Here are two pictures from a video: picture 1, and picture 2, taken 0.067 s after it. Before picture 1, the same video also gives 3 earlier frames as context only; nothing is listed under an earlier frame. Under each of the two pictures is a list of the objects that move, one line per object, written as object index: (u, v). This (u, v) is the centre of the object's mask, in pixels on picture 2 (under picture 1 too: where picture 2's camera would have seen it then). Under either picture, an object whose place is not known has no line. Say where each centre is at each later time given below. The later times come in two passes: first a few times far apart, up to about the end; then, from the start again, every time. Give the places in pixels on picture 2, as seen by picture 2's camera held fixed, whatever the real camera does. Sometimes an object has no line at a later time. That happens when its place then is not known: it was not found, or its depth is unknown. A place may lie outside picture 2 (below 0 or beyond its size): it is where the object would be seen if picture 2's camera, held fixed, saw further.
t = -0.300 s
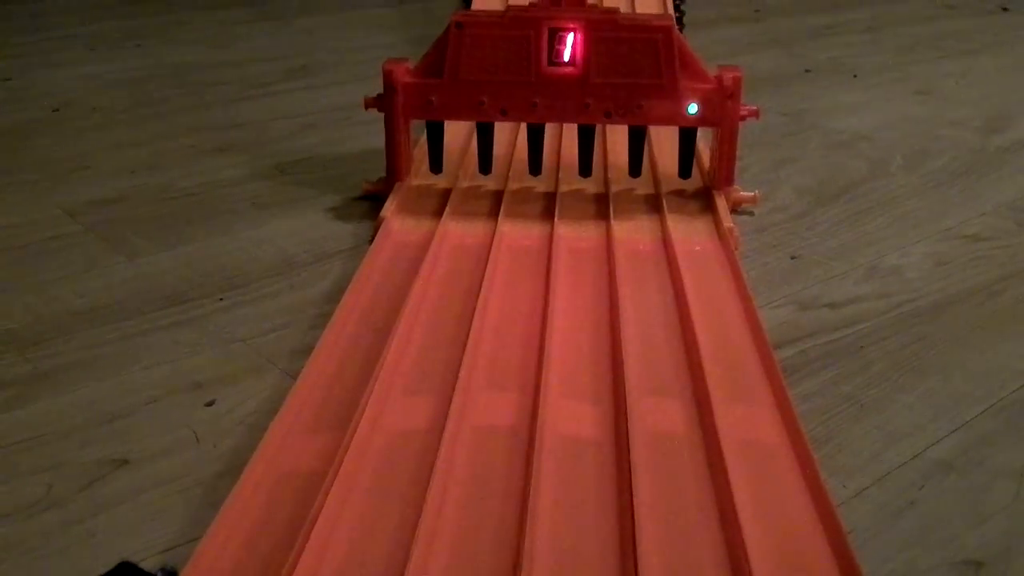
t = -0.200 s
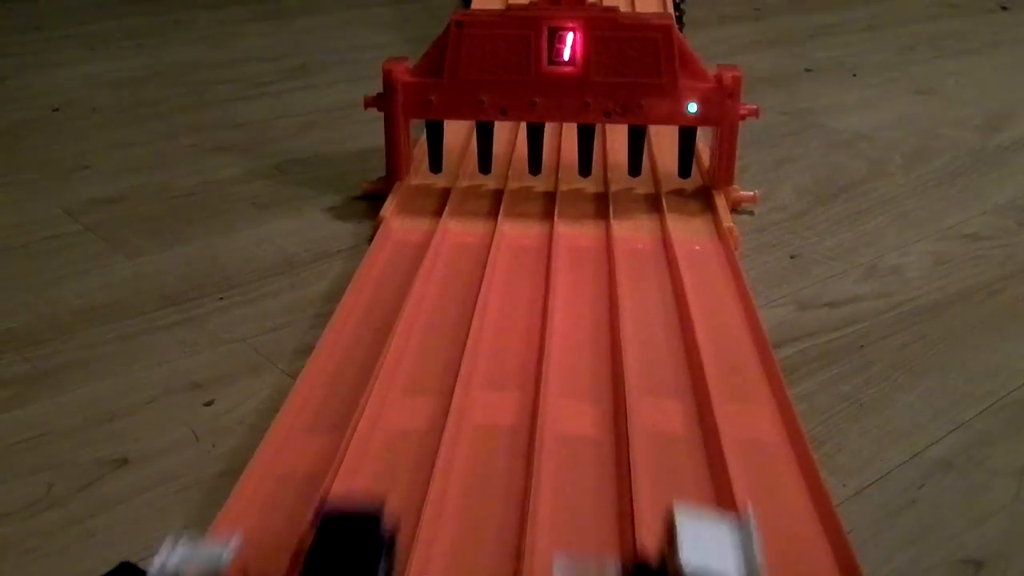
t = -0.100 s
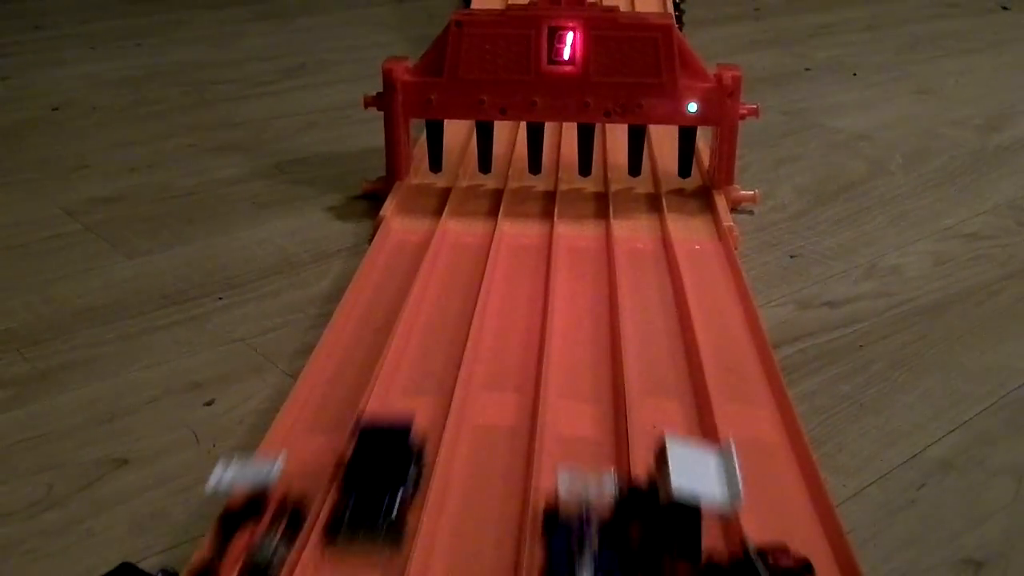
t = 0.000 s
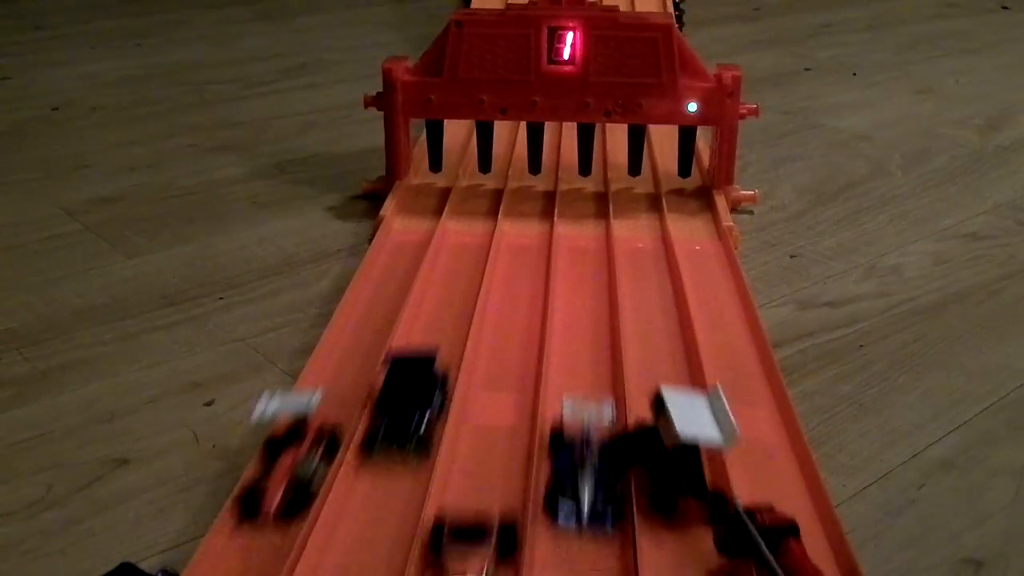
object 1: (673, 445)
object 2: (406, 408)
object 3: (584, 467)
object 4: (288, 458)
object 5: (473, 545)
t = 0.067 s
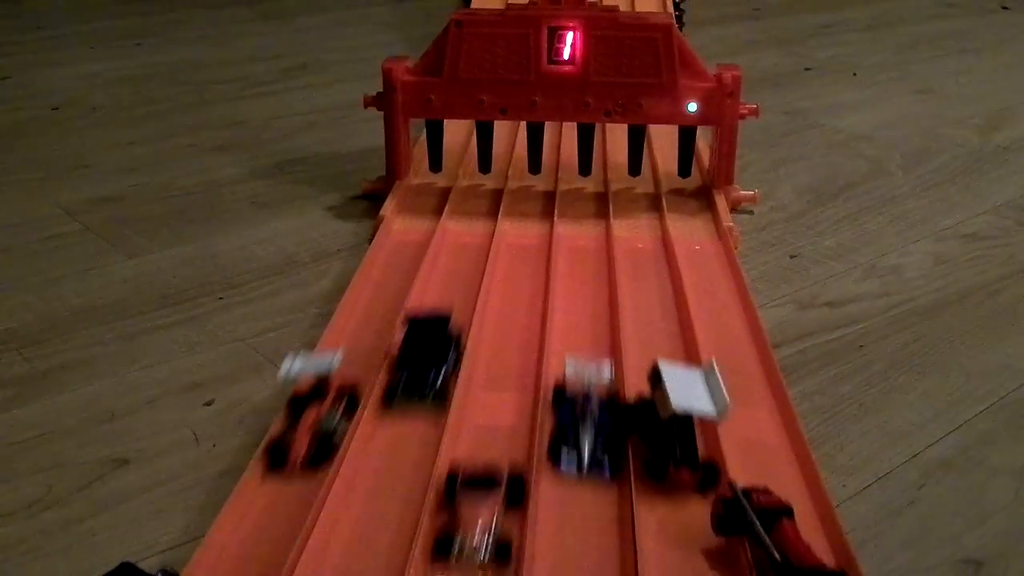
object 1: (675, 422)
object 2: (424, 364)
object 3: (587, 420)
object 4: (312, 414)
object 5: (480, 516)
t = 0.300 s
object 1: (668, 372)
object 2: (460, 255)
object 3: (586, 299)
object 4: (371, 296)
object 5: (506, 371)
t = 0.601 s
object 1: (669, 369)
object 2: (481, 185)
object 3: (584, 217)
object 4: (414, 212)
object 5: (522, 264)
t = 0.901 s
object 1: (669, 369)
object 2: (470, 221)
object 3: (583, 206)
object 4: (424, 192)
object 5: (530, 212)
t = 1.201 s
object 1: (668, 369)
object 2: (455, 263)
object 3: (582, 229)
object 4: (410, 219)
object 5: (534, 190)
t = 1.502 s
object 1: (668, 369)
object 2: (440, 302)
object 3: (584, 248)
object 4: (400, 238)
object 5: (533, 195)
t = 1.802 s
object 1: (669, 368)
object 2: (432, 325)
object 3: (584, 258)
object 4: (399, 241)
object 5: (533, 195)
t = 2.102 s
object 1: (669, 368)
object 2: (432, 326)
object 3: (585, 260)
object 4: (399, 241)
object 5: (533, 195)
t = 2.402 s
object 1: (669, 368)
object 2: (432, 326)
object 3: (585, 261)
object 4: (399, 241)
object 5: (533, 195)
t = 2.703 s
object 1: (669, 368)
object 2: (432, 326)
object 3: (585, 261)
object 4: (399, 242)
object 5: (533, 196)
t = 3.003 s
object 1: (668, 369)
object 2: (432, 326)
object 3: (585, 261)
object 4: (399, 242)
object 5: (533, 195)
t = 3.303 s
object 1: (668, 370)
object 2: (432, 326)
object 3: (585, 261)
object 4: (399, 242)
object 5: (533, 195)
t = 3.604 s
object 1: (668, 369)
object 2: (432, 326)
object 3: (585, 261)
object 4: (399, 242)
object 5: (533, 195)
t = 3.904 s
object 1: (668, 370)
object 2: (432, 326)
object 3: (585, 261)
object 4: (399, 242)
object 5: (533, 194)
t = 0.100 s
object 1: (670, 411)
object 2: (431, 344)
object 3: (588, 400)
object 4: (322, 393)
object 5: (485, 490)
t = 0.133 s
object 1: (671, 400)
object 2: (436, 326)
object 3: (585, 377)
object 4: (332, 374)
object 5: (490, 467)
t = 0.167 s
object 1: (671, 391)
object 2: (442, 310)
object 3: (586, 360)
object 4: (341, 356)
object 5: (494, 446)
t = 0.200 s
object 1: (670, 384)
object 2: (447, 295)
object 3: (585, 342)
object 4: (349, 340)
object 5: (497, 425)
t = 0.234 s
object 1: (669, 376)
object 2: (452, 280)
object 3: (585, 327)
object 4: (357, 324)
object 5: (501, 405)
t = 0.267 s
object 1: (668, 374)
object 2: (456, 266)
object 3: (586, 313)
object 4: (364, 309)
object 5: (503, 388)
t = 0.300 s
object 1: (668, 372)
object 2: (460, 255)
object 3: (586, 299)
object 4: (371, 296)
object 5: (506, 371)
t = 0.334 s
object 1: (668, 370)
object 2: (463, 243)
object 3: (586, 288)
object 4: (377, 284)
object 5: (508, 355)
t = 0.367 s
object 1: (668, 369)
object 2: (466, 233)
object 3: (585, 276)
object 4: (383, 273)
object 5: (510, 341)
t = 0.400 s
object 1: (668, 369)
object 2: (469, 224)
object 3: (585, 265)
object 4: (388, 261)
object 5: (512, 327)
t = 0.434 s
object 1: (668, 369)
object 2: (471, 216)
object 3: (585, 254)
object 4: (394, 251)
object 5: (514, 314)
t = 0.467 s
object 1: (668, 369)
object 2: (474, 207)
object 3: (585, 245)
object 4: (399, 242)
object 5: (516, 303)
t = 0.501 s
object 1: (668, 369)
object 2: (476, 201)
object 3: (584, 236)
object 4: (403, 234)
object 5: (517, 291)
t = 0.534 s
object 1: (668, 369)
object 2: (478, 194)
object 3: (584, 229)
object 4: (408, 226)
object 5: (518, 281)
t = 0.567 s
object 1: (668, 369)
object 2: (479, 189)
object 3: (584, 222)
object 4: (411, 218)
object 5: (520, 272)
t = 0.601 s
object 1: (669, 369)
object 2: (481, 185)
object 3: (584, 217)
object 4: (414, 212)
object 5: (522, 264)
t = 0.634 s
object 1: (668, 369)
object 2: (480, 186)
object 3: (585, 211)
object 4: (418, 206)
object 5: (523, 256)
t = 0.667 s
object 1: (668, 369)
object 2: (479, 190)
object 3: (584, 205)
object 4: (420, 200)
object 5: (524, 248)
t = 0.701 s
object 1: (668, 369)
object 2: (478, 194)
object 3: (584, 201)
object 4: (423, 195)
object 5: (525, 241)
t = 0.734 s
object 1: (668, 369)
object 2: (476, 198)
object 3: (585, 196)
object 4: (425, 190)
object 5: (526, 235)
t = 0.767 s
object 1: (668, 369)
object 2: (475, 203)
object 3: (584, 194)
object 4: (428, 186)
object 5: (527, 230)
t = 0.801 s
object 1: (669, 369)
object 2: (474, 207)
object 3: (584, 197)
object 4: (428, 184)
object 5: (528, 225)
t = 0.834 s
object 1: (669, 369)
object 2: (473, 212)
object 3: (584, 200)
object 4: (427, 186)
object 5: (529, 219)
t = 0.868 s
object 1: (669, 369)
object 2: (471, 216)
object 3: (583, 203)
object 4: (426, 189)
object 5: (530, 216)
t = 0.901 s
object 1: (669, 369)
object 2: (470, 221)
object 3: (583, 206)
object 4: (424, 192)
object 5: (530, 212)
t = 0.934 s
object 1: (669, 369)
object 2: (468, 225)
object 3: (583, 209)
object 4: (422, 195)
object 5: (531, 210)
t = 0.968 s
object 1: (669, 368)
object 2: (467, 230)
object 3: (583, 211)
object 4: (421, 198)
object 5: (531, 207)
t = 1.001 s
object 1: (668, 369)
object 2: (465, 234)
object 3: (583, 213)
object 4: (419, 201)
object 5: (532, 204)
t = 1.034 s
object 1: (669, 368)
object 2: (463, 239)
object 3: (583, 217)
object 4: (418, 204)
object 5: (532, 201)
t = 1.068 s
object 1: (669, 368)
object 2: (462, 244)
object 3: (583, 219)
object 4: (416, 207)
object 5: (532, 198)
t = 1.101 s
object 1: (668, 369)
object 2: (460, 248)
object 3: (583, 222)
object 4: (414, 211)
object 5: (533, 196)
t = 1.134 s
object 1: (668, 369)
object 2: (458, 253)
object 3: (582, 224)
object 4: (413, 213)
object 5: (533, 194)
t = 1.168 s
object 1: (669, 368)
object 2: (457, 258)
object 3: (582, 226)
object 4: (411, 216)
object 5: (534, 191)
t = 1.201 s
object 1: (668, 369)
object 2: (455, 263)
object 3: (582, 229)
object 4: (410, 219)
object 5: (534, 190)
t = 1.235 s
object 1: (668, 369)
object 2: (453, 267)
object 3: (582, 231)
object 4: (408, 222)
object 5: (534, 187)
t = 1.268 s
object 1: (668, 369)
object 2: (451, 271)
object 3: (582, 233)
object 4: (407, 224)
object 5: (534, 188)
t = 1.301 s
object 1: (668, 369)
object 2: (450, 276)
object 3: (582, 235)
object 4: (406, 227)
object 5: (534, 189)
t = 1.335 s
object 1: (668, 369)
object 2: (448, 281)
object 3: (582, 237)
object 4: (405, 230)
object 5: (534, 190)
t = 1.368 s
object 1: (668, 369)
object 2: (446, 285)
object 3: (582, 240)
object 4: (403, 232)
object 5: (533, 192)
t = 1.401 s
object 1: (668, 369)
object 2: (444, 290)
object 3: (582, 242)
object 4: (402, 234)
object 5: (533, 192)
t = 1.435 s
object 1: (668, 369)
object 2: (443, 294)
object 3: (583, 244)
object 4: (401, 236)
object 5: (533, 193)
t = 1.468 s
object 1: (668, 368)
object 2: (441, 298)
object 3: (583, 246)
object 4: (401, 237)
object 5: (533, 194)
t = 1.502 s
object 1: (668, 369)
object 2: (440, 302)
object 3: (584, 248)
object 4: (400, 238)
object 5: (533, 195)
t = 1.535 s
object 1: (668, 368)
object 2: (438, 306)
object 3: (584, 250)
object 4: (400, 239)
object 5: (533, 195)
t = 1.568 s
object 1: (668, 368)
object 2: (437, 309)
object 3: (584, 252)
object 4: (399, 240)
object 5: (533, 195)
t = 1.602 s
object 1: (668, 369)
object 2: (436, 313)
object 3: (584, 253)
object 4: (399, 241)
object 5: (533, 195)
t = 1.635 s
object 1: (668, 368)
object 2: (435, 316)
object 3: (584, 254)
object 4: (399, 241)
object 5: (533, 195)
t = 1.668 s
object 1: (668, 368)
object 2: (434, 319)
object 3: (584, 255)
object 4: (399, 241)
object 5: (533, 195)
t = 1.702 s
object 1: (668, 369)
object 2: (433, 321)
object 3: (584, 256)
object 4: (399, 241)
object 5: (533, 195)
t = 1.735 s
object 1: (668, 368)
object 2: (433, 323)
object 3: (584, 256)
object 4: (399, 241)
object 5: (533, 195)
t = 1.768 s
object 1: (669, 368)
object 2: (432, 324)
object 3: (584, 257)
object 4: (399, 241)
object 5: (533, 195)
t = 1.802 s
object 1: (669, 368)
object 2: (432, 325)
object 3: (584, 258)
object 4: (399, 241)
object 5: (533, 195)
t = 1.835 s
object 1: (669, 368)
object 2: (432, 326)
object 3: (584, 258)
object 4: (399, 241)
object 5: (533, 195)
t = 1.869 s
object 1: (669, 368)
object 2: (432, 326)
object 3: (584, 259)
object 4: (399, 241)
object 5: (533, 195)
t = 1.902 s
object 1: (669, 368)
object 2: (432, 326)
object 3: (584, 259)
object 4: (399, 241)
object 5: (533, 195)
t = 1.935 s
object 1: (669, 368)
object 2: (432, 326)
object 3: (585, 260)
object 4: (399, 241)
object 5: (533, 195)
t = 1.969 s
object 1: (669, 369)
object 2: (432, 326)
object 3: (585, 260)
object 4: (399, 241)
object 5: (533, 195)
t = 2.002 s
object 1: (669, 368)
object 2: (432, 326)
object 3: (585, 260)
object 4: (399, 241)
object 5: (533, 195)
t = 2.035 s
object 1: (669, 368)
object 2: (432, 326)
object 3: (584, 260)
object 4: (399, 241)
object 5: (533, 195)
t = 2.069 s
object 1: (669, 368)
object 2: (432, 326)
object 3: (585, 260)
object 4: (399, 241)
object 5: (533, 195)
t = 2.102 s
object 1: (669, 368)
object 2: (432, 326)
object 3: (585, 260)
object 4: (399, 241)
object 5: (533, 195)
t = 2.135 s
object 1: (669, 368)
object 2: (432, 326)
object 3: (585, 261)
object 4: (399, 241)
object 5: (533, 195)
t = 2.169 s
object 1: (669, 368)
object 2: (432, 326)
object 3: (585, 261)
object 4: (399, 241)
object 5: (533, 195)
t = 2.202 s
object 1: (669, 368)
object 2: (432, 326)
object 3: (585, 261)
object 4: (399, 241)
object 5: (533, 195)
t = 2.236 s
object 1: (669, 368)
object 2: (432, 326)
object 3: (585, 261)
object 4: (399, 241)
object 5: (533, 195)
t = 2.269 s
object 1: (669, 368)
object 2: (432, 326)
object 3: (585, 261)
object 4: (399, 241)
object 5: (533, 195)
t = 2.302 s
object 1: (669, 368)
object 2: (432, 326)
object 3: (585, 261)
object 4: (399, 241)
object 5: (533, 195)
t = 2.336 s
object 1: (669, 368)
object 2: (432, 326)
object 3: (585, 261)
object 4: (399, 241)
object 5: (533, 195)
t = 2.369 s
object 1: (669, 368)
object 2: (432, 326)
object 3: (585, 261)
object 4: (399, 241)
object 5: (533, 195)
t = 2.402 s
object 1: (669, 368)
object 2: (432, 326)
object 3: (585, 261)
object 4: (399, 241)
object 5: (533, 195)
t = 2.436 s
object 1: (669, 368)
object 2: (432, 326)
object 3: (585, 261)
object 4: (399, 241)
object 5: (533, 195)
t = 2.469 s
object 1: (669, 368)
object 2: (432, 326)
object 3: (585, 261)
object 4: (399, 241)
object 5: (533, 195)
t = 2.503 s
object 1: (669, 369)
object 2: (432, 326)
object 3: (585, 261)
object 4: (399, 241)
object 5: (533, 195)
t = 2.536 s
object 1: (669, 368)
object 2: (432, 326)
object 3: (585, 261)
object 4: (399, 241)
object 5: (533, 195)
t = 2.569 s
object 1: (669, 368)
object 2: (432, 326)
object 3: (585, 261)
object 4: (399, 241)
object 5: (533, 195)
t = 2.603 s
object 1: (669, 368)
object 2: (432, 326)
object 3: (585, 261)
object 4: (399, 241)
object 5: (533, 195)
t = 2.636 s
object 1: (669, 368)
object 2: (432, 326)
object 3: (585, 260)
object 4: (399, 241)
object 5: (533, 196)
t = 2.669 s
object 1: (669, 368)
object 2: (432, 326)
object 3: (585, 261)
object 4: (399, 241)
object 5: (533, 196)
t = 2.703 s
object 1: (669, 368)
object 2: (432, 326)
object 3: (585, 261)
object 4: (399, 242)
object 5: (533, 196)
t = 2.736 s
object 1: (669, 368)
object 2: (432, 326)
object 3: (585, 261)
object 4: (399, 242)
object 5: (533, 196)
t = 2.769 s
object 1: (669, 368)
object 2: (432, 326)
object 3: (585, 261)
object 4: (399, 241)
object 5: (533, 196)
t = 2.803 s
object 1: (669, 368)
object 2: (432, 326)
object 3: (585, 261)
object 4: (399, 241)
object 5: (533, 196)
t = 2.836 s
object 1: (669, 368)
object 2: (432, 326)
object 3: (585, 261)
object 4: (399, 241)
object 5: (533, 195)
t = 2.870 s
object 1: (669, 368)
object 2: (432, 326)
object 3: (585, 261)
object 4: (399, 242)
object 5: (533, 195)
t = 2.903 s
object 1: (668, 368)
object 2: (432, 326)
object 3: (585, 261)
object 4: (399, 242)
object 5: (533, 195)
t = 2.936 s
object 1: (668, 368)
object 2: (432, 326)
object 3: (585, 261)
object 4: (399, 242)
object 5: (533, 195)
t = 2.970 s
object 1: (668, 368)
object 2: (432, 325)
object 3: (584, 261)
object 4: (399, 242)
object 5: (533, 195)
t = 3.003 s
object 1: (668, 369)
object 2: (432, 326)
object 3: (585, 261)
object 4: (399, 242)
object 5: (533, 195)
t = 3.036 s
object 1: (668, 370)
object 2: (432, 326)
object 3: (585, 261)
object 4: (399, 242)
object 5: (533, 195)
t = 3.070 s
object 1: (668, 370)
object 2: (432, 325)
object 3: (585, 261)
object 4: (399, 242)
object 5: (533, 195)
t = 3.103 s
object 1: (668, 370)
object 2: (432, 325)
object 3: (585, 261)
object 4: (399, 242)
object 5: (533, 195)
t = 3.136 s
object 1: (668, 370)
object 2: (432, 325)
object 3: (584, 261)
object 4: (399, 242)
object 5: (533, 195)
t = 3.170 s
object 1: (668, 370)
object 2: (432, 326)
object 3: (585, 261)
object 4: (399, 242)
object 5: (533, 195)
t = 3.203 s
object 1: (668, 370)
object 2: (432, 326)
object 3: (585, 261)
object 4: (399, 242)
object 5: (533, 195)
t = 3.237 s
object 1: (668, 370)
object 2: (432, 326)
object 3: (585, 261)
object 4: (399, 242)
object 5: (533, 195)
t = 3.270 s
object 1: (668, 370)
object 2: (432, 326)
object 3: (585, 261)
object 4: (399, 242)
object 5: (533, 195)
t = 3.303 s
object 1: (668, 370)
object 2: (432, 326)
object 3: (585, 261)
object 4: (399, 242)
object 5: (533, 195)
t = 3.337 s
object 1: (668, 370)
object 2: (432, 326)
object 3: (585, 261)
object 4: (399, 242)
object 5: (533, 195)
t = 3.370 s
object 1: (668, 369)
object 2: (432, 326)
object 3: (584, 261)
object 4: (399, 242)
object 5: (533, 195)
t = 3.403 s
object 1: (668, 370)
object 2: (432, 326)
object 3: (585, 261)
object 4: (399, 242)
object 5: (533, 195)
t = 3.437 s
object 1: (668, 370)
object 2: (432, 326)
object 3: (585, 261)
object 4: (399, 242)
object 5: (533, 195)
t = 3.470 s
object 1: (668, 370)
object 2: (432, 326)
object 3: (585, 261)
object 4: (399, 242)
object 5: (533, 195)
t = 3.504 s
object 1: (668, 369)
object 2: (432, 326)
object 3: (585, 261)
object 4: (399, 242)
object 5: (533, 195)
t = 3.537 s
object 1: (668, 369)
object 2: (432, 326)
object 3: (585, 261)
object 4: (399, 242)
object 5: (533, 195)
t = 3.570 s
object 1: (668, 369)
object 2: (432, 326)
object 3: (585, 261)
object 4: (399, 242)
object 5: (533, 195)
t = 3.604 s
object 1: (668, 369)
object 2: (432, 326)
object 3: (585, 261)
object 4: (399, 242)
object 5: (533, 195)
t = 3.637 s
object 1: (668, 370)
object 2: (432, 326)
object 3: (585, 261)
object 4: (399, 242)
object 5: (533, 195)
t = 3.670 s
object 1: (668, 370)
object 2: (432, 326)
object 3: (585, 261)
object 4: (399, 242)
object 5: (532, 195)
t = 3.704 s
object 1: (668, 370)
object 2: (432, 326)
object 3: (585, 261)
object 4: (399, 242)
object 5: (532, 195)
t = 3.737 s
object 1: (668, 370)
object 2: (432, 326)
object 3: (585, 261)
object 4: (399, 242)
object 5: (532, 195)
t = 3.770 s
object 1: (668, 370)
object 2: (432, 326)
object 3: (585, 261)
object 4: (399, 242)
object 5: (532, 195)
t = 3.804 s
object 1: (668, 370)
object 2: (432, 326)
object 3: (585, 262)
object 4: (399, 242)
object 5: (532, 195)
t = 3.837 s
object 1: (668, 370)
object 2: (432, 326)
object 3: (585, 262)
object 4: (399, 242)
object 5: (532, 195)
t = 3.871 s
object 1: (668, 370)
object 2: (431, 326)
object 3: (585, 262)
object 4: (399, 242)
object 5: (532, 195)
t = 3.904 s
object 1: (668, 370)
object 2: (432, 326)
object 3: (585, 261)
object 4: (399, 242)
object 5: (533, 194)
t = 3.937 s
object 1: (668, 370)
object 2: (432, 326)
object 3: (585, 261)
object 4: (399, 242)
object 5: (533, 194)
